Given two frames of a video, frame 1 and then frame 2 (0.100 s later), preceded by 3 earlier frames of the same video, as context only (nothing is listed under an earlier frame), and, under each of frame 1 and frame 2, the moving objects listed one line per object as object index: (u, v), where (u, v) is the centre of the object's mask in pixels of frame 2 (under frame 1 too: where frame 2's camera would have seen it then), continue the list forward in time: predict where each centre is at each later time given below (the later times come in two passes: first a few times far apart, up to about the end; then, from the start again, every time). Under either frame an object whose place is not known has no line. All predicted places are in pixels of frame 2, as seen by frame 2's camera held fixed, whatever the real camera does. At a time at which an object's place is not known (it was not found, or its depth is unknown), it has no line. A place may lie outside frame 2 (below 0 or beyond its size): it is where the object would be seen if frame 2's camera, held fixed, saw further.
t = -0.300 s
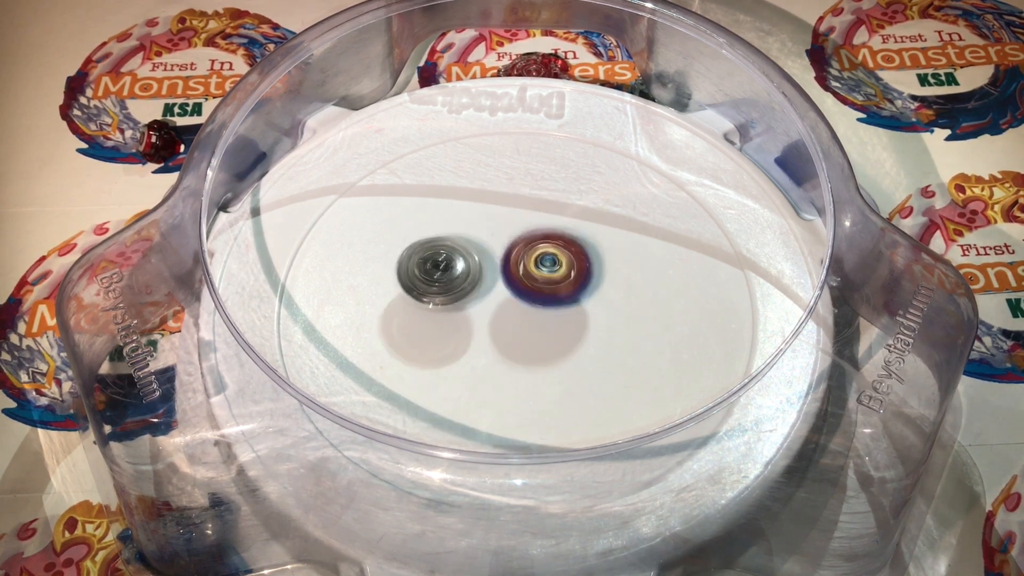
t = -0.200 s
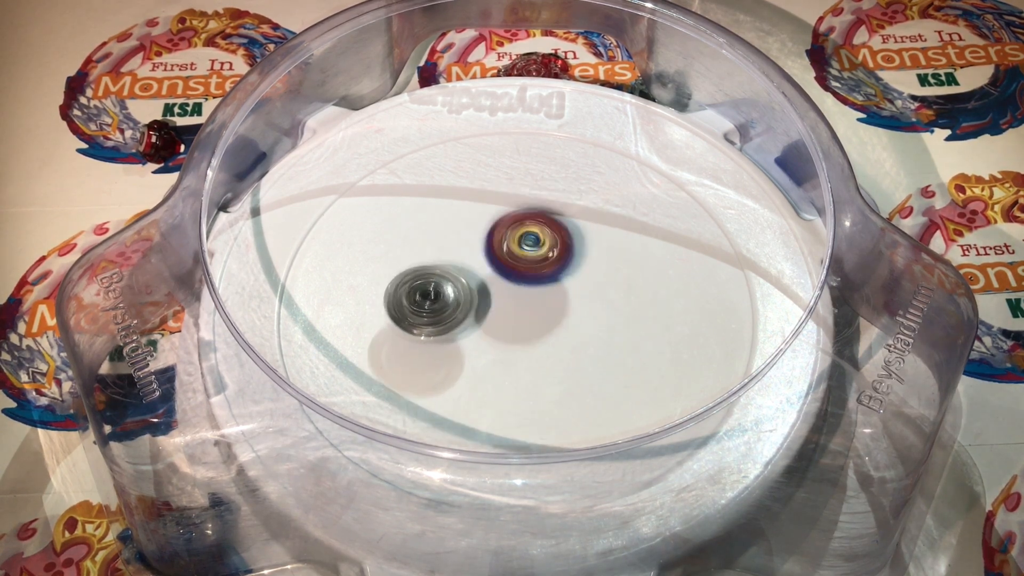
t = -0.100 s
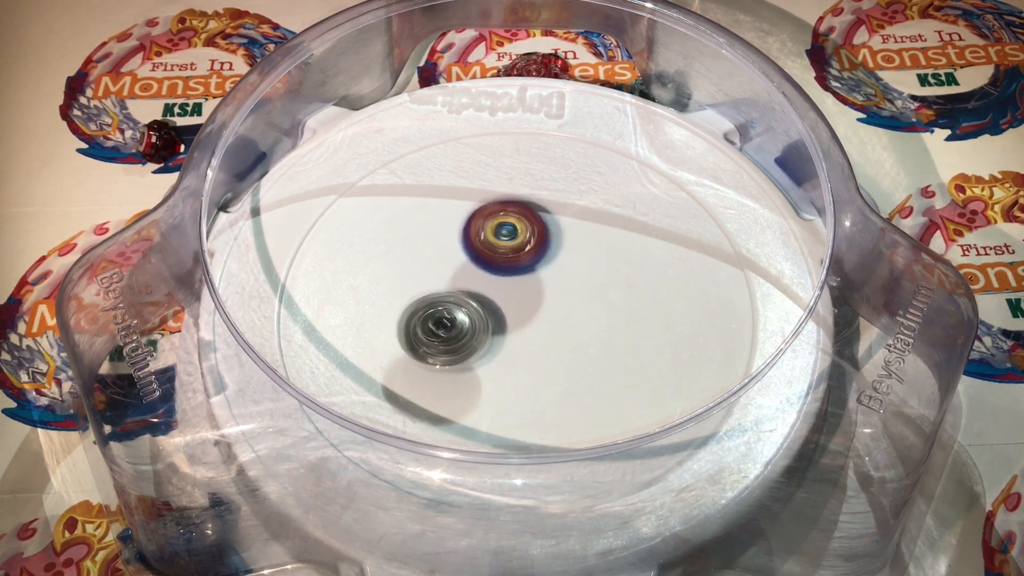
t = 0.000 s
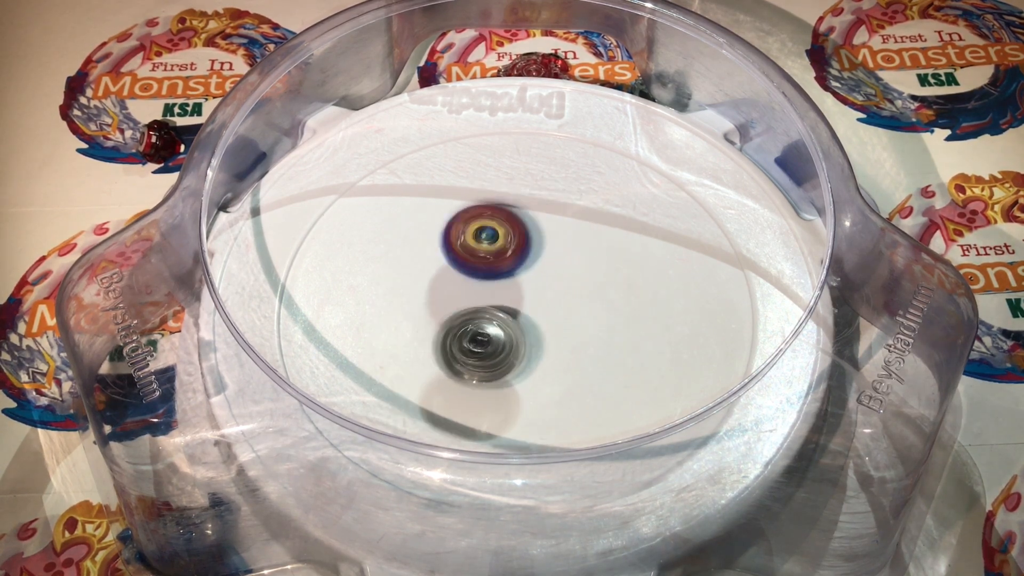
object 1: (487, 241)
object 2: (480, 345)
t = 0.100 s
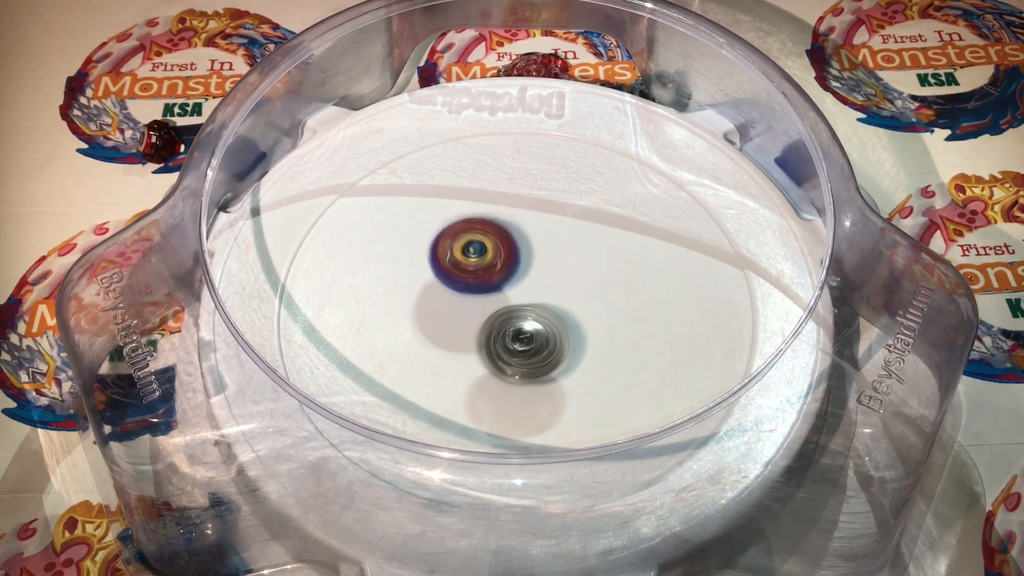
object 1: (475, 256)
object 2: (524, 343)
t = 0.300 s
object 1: (483, 295)
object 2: (586, 297)
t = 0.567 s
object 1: (508, 319)
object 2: (595, 225)
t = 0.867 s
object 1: (527, 328)
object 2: (495, 232)
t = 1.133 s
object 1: (547, 361)
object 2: (452, 286)
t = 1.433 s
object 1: (575, 334)
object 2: (469, 319)
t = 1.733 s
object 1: (571, 271)
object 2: (475, 281)
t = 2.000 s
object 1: (582, 253)
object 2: (386, 251)
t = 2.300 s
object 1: (539, 280)
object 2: (439, 287)
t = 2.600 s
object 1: (560, 327)
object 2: (472, 287)
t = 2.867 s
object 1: (551, 339)
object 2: (530, 264)
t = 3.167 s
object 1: (512, 319)
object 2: (552, 230)
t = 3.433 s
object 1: (480, 303)
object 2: (556, 244)
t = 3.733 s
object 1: (472, 295)
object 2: (573, 292)
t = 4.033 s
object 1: (474, 311)
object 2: (562, 334)
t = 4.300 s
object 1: (473, 304)
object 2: (550, 345)
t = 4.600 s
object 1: (582, 267)
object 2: (551, 359)
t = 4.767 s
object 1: (612, 247)
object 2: (536, 329)
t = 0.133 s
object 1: (474, 262)
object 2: (537, 338)
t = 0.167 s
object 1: (473, 269)
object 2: (549, 332)
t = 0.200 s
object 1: (474, 276)
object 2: (560, 325)
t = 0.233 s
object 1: (477, 283)
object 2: (569, 316)
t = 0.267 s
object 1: (481, 290)
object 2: (576, 306)
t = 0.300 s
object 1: (483, 295)
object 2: (586, 297)
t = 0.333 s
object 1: (484, 301)
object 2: (596, 288)
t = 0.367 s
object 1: (487, 305)
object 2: (603, 280)
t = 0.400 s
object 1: (490, 307)
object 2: (607, 270)
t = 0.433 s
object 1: (493, 312)
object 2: (609, 259)
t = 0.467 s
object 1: (497, 314)
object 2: (610, 250)
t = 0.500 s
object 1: (500, 315)
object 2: (607, 240)
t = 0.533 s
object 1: (504, 318)
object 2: (602, 232)
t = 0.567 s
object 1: (508, 319)
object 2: (595, 225)
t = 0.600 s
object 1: (511, 319)
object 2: (585, 221)
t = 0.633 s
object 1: (514, 320)
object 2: (573, 218)
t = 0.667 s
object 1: (518, 319)
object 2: (561, 217)
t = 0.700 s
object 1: (520, 318)
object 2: (549, 218)
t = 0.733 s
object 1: (523, 317)
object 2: (537, 222)
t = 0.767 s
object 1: (526, 315)
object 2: (526, 228)
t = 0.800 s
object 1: (526, 314)
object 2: (513, 235)
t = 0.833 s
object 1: (526, 321)
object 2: (504, 236)
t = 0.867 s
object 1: (527, 328)
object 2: (495, 232)
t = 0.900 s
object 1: (529, 335)
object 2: (488, 233)
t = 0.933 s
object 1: (531, 341)
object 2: (481, 237)
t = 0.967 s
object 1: (534, 348)
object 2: (473, 243)
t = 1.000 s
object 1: (537, 354)
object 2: (465, 250)
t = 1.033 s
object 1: (540, 358)
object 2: (459, 258)
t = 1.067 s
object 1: (542, 362)
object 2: (455, 267)
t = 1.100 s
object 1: (545, 362)
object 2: (452, 276)
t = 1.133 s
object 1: (547, 361)
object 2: (452, 286)
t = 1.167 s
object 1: (549, 361)
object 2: (455, 296)
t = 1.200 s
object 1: (550, 358)
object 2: (457, 305)
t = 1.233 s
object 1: (549, 357)
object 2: (463, 313)
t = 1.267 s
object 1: (556, 356)
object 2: (463, 314)
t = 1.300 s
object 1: (561, 355)
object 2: (460, 314)
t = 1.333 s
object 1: (566, 351)
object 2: (459, 316)
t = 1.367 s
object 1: (570, 347)
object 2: (461, 318)
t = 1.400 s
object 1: (574, 341)
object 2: (464, 319)
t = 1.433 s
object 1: (575, 334)
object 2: (469, 319)
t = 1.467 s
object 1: (575, 327)
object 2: (474, 318)
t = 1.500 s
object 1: (574, 321)
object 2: (476, 315)
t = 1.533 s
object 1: (575, 313)
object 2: (476, 310)
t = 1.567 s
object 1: (575, 304)
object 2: (478, 307)
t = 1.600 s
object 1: (576, 298)
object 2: (478, 302)
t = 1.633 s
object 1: (576, 291)
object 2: (477, 296)
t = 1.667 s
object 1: (576, 284)
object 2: (476, 290)
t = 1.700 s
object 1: (574, 276)
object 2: (475, 285)
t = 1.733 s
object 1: (571, 271)
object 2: (475, 281)
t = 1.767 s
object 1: (568, 265)
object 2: (475, 274)
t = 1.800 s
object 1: (575, 263)
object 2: (454, 266)
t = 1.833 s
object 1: (580, 259)
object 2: (435, 260)
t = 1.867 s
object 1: (583, 256)
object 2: (422, 256)
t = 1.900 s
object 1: (585, 254)
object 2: (412, 254)
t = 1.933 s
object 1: (584, 254)
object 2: (401, 251)
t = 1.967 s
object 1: (585, 253)
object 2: (395, 250)
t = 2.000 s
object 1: (582, 253)
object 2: (386, 251)
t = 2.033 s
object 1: (582, 253)
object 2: (380, 253)
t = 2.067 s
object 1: (578, 256)
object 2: (376, 255)
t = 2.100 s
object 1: (574, 257)
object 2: (377, 261)
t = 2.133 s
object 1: (570, 261)
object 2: (382, 268)
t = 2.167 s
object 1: (563, 263)
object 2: (391, 274)
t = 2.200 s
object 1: (559, 268)
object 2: (402, 279)
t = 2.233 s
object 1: (551, 272)
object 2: (413, 282)
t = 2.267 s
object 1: (546, 276)
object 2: (425, 285)
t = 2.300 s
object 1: (539, 280)
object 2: (439, 287)
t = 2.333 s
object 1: (538, 286)
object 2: (440, 288)
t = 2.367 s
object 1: (537, 292)
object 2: (440, 288)
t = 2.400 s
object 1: (539, 296)
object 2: (442, 288)
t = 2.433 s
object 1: (542, 303)
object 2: (446, 290)
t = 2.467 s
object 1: (547, 311)
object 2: (449, 290)
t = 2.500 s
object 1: (551, 315)
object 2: (452, 291)
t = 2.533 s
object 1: (555, 319)
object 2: (458, 288)
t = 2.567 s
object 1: (558, 323)
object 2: (464, 288)
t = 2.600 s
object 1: (560, 327)
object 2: (472, 287)
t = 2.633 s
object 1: (562, 331)
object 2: (479, 286)
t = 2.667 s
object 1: (562, 336)
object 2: (486, 281)
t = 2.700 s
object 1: (561, 339)
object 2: (494, 279)
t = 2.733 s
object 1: (562, 340)
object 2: (502, 276)
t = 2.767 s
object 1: (560, 342)
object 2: (510, 274)
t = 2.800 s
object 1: (558, 341)
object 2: (515, 269)
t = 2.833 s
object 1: (556, 342)
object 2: (523, 267)
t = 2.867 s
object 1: (551, 339)
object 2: (530, 264)
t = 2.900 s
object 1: (547, 341)
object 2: (535, 259)
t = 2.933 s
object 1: (540, 340)
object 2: (540, 252)
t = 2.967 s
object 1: (537, 338)
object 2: (545, 248)
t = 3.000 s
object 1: (534, 339)
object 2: (549, 243)
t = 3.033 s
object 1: (530, 337)
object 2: (551, 238)
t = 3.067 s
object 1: (524, 333)
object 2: (554, 235)
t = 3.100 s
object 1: (521, 329)
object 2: (555, 232)
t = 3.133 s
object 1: (515, 324)
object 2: (555, 231)
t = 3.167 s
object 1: (512, 319)
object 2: (552, 230)
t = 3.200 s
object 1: (512, 313)
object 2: (550, 233)
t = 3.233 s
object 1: (508, 309)
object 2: (548, 237)
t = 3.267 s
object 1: (502, 307)
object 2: (550, 238)
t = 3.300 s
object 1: (490, 307)
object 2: (552, 234)
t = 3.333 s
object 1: (485, 306)
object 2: (555, 237)
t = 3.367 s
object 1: (483, 306)
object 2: (557, 239)
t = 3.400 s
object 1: (482, 305)
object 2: (556, 240)
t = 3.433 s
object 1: (480, 303)
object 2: (556, 244)
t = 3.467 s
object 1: (477, 300)
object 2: (556, 250)
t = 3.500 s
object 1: (476, 295)
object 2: (557, 255)
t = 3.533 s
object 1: (470, 289)
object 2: (560, 258)
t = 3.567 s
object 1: (468, 288)
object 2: (565, 266)
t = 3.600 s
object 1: (468, 285)
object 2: (568, 271)
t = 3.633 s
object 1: (471, 285)
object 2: (569, 275)
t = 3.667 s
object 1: (472, 288)
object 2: (572, 282)
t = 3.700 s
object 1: (473, 292)
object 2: (574, 288)
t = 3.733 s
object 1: (472, 295)
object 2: (573, 292)
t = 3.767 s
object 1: (474, 294)
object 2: (575, 297)
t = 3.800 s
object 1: (477, 295)
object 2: (576, 303)
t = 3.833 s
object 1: (478, 299)
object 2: (575, 306)
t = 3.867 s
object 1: (478, 301)
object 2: (572, 312)
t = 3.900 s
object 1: (480, 304)
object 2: (570, 317)
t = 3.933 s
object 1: (480, 306)
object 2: (568, 321)
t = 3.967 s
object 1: (478, 308)
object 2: (564, 324)
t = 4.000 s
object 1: (478, 312)
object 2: (560, 328)
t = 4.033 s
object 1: (474, 311)
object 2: (562, 334)
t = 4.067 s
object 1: (471, 310)
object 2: (562, 339)
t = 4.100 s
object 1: (468, 308)
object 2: (562, 344)
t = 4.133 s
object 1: (465, 304)
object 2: (561, 346)
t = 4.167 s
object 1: (463, 302)
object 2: (561, 349)
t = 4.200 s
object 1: (465, 300)
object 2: (559, 350)
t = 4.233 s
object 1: (468, 303)
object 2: (557, 349)
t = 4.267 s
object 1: (473, 306)
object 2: (555, 346)
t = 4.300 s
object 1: (473, 304)
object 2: (550, 345)
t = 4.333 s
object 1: (479, 300)
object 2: (547, 346)
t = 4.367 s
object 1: (489, 293)
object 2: (546, 354)
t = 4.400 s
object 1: (502, 287)
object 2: (548, 358)
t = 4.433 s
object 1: (515, 284)
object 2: (548, 361)
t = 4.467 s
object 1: (528, 281)
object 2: (549, 365)
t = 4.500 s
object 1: (542, 279)
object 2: (550, 366)
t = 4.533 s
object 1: (555, 277)
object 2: (551, 365)
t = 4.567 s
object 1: (569, 273)
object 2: (553, 363)
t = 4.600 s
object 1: (582, 267)
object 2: (551, 359)
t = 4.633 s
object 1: (590, 263)
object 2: (550, 354)
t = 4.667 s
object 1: (601, 257)
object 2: (545, 348)
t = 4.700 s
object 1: (604, 254)
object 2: (543, 342)
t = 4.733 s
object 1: (608, 250)
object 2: (540, 337)
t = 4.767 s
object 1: (612, 247)
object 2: (536, 329)
